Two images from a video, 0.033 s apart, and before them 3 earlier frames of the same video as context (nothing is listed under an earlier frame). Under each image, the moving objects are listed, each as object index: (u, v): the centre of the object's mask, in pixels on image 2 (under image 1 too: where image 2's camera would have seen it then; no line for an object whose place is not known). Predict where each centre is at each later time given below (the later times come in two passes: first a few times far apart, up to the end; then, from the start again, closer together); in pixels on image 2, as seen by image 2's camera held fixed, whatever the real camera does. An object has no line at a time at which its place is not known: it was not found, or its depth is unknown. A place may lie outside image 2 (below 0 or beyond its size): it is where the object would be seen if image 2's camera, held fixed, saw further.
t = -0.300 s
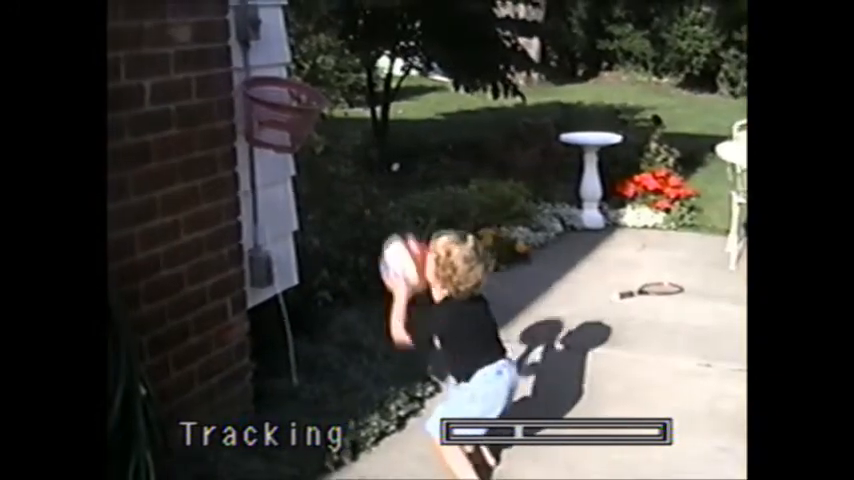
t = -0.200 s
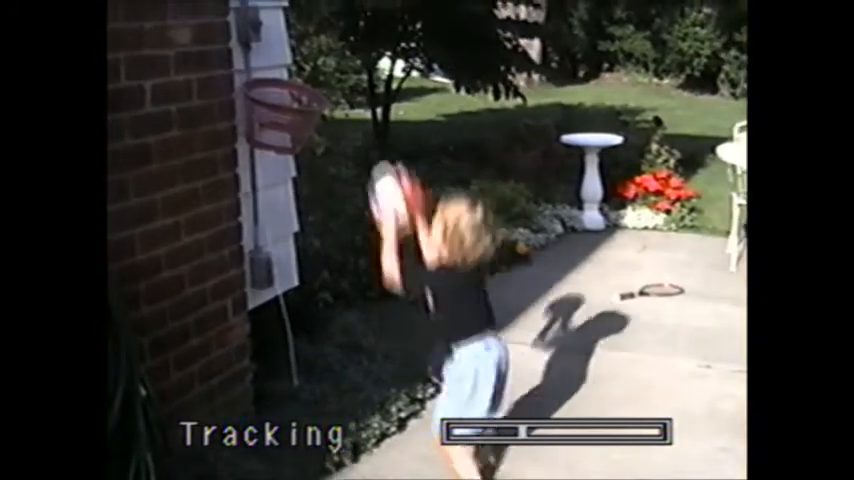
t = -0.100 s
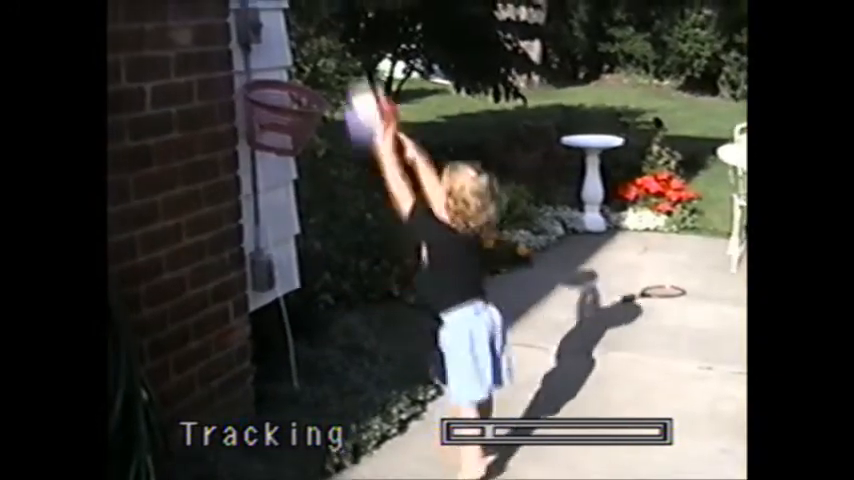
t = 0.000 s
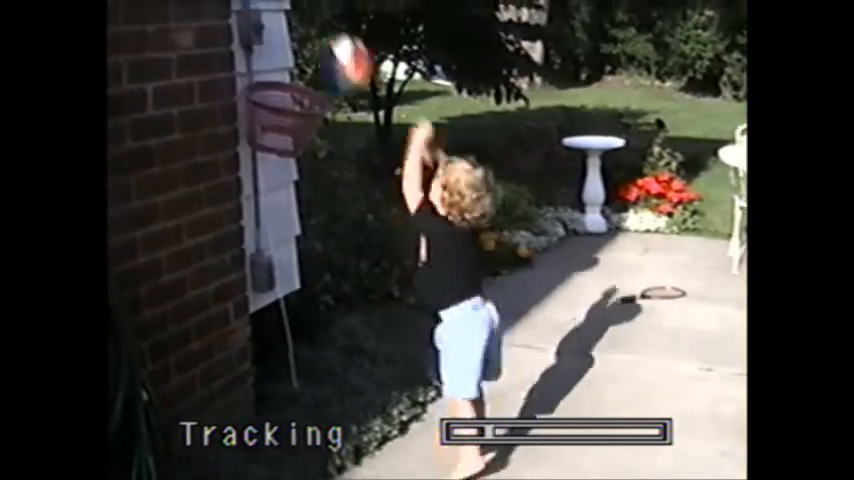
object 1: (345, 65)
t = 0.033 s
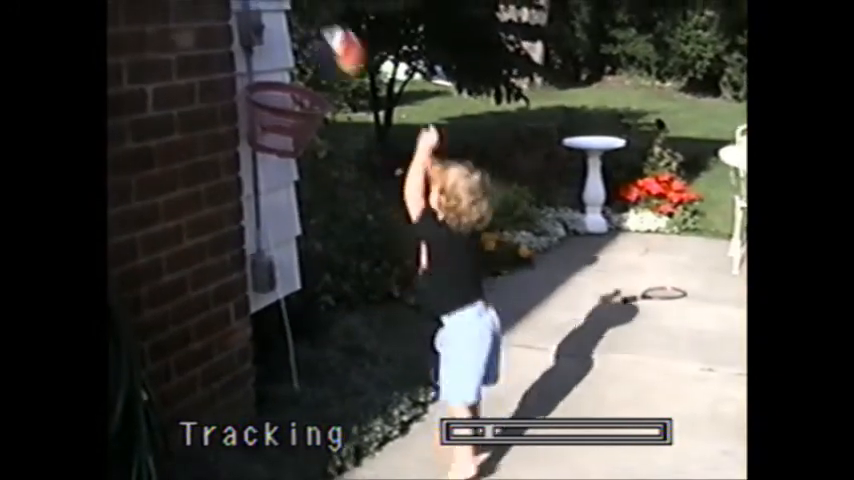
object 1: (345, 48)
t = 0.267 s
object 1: (289, 77)
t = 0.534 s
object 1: (288, 161)
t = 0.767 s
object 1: (290, 171)
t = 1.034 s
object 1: (314, 312)
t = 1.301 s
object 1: (362, 384)
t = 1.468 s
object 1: (377, 404)
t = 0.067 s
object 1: (327, 44)
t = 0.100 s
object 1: (320, 43)
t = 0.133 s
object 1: (312, 42)
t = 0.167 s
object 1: (304, 46)
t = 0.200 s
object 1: (295, 53)
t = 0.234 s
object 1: (290, 64)
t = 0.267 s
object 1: (289, 77)
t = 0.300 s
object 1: (282, 87)
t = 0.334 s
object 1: (285, 104)
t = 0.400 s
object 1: (281, 168)
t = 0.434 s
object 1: (279, 166)
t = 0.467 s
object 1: (282, 164)
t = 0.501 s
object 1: (289, 161)
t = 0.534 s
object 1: (288, 161)
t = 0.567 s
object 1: (285, 162)
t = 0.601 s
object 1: (280, 166)
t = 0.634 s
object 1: (278, 166)
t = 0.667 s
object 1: (279, 166)
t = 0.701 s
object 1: (291, 154)
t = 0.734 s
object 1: (289, 170)
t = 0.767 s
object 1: (290, 171)
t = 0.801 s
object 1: (288, 178)
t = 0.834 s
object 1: (286, 185)
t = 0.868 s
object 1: (287, 197)
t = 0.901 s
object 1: (291, 218)
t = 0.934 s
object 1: (294, 238)
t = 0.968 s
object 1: (297, 260)
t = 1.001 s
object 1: (306, 287)
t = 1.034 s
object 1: (314, 312)
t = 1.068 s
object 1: (322, 338)
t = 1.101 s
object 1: (330, 367)
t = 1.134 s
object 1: (338, 393)
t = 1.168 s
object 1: (346, 404)
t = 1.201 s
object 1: (352, 399)
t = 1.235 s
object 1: (355, 396)
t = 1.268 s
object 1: (360, 388)
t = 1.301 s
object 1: (362, 384)
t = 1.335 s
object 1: (363, 382)
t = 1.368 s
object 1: (367, 383)
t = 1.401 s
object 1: (369, 388)
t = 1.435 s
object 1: (373, 396)
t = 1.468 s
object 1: (377, 404)
